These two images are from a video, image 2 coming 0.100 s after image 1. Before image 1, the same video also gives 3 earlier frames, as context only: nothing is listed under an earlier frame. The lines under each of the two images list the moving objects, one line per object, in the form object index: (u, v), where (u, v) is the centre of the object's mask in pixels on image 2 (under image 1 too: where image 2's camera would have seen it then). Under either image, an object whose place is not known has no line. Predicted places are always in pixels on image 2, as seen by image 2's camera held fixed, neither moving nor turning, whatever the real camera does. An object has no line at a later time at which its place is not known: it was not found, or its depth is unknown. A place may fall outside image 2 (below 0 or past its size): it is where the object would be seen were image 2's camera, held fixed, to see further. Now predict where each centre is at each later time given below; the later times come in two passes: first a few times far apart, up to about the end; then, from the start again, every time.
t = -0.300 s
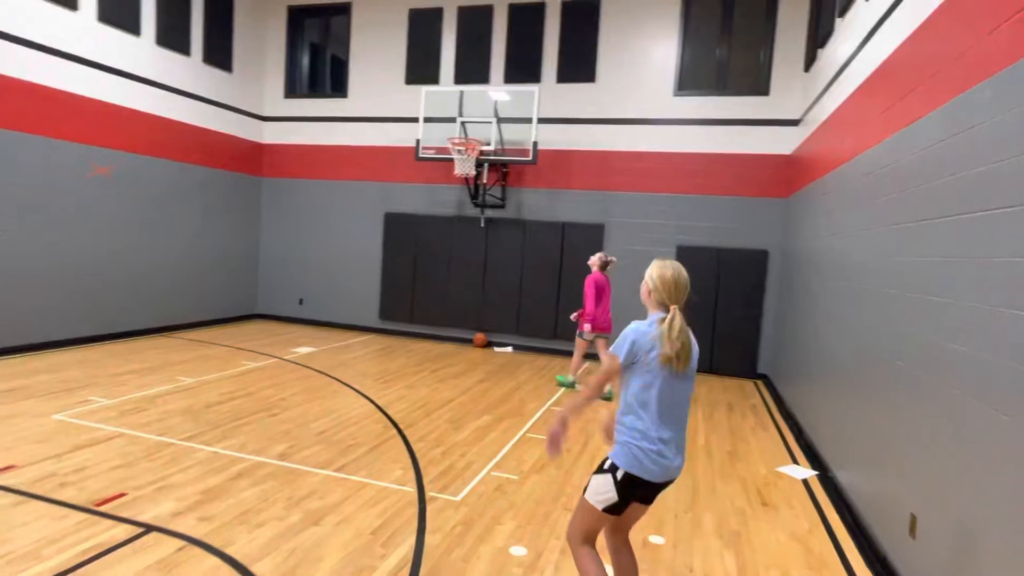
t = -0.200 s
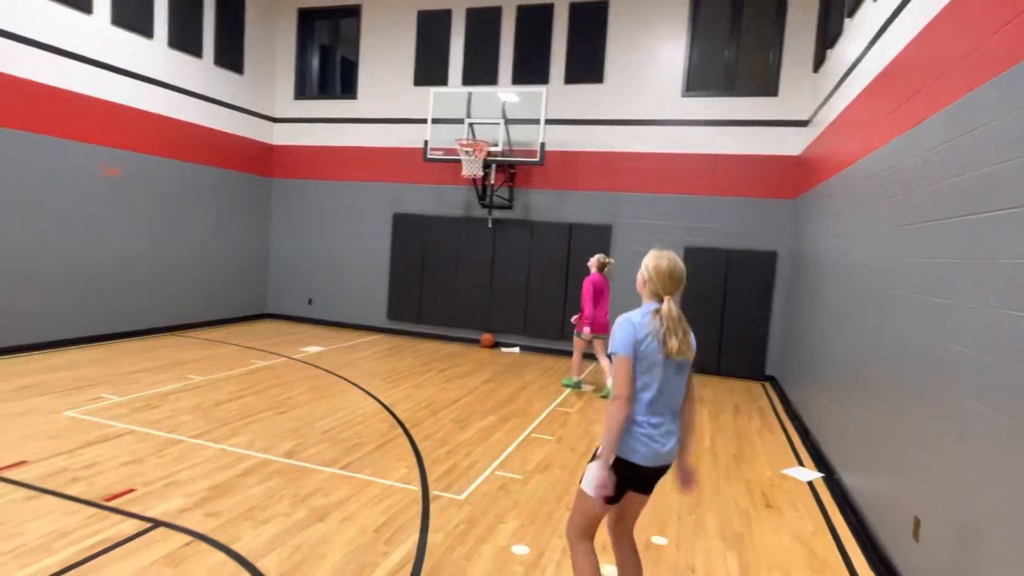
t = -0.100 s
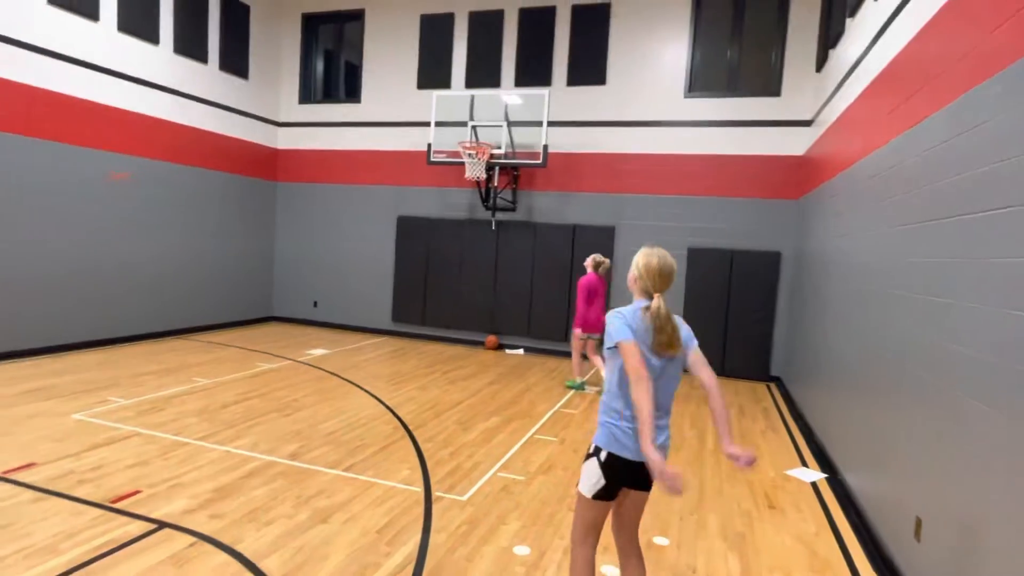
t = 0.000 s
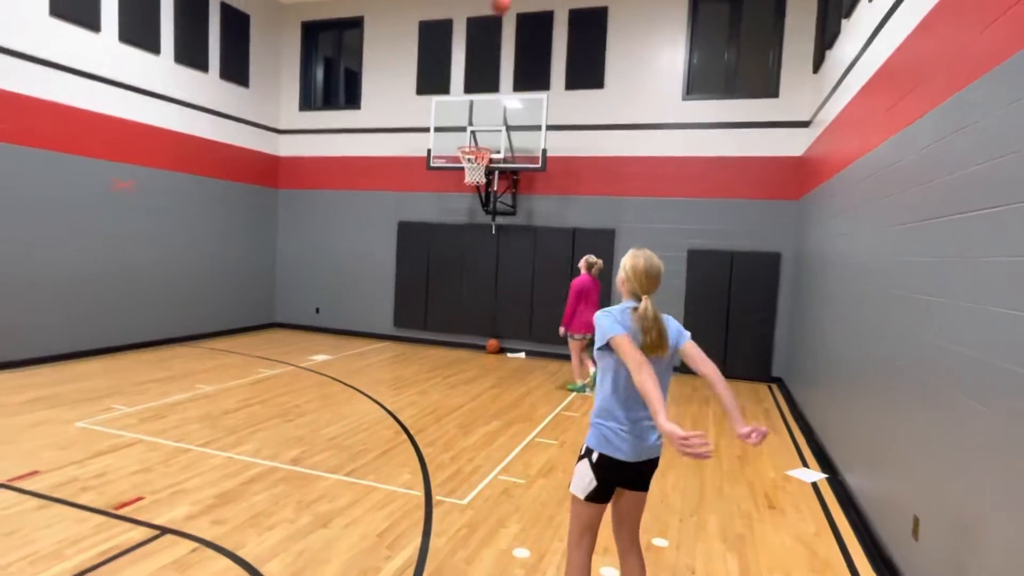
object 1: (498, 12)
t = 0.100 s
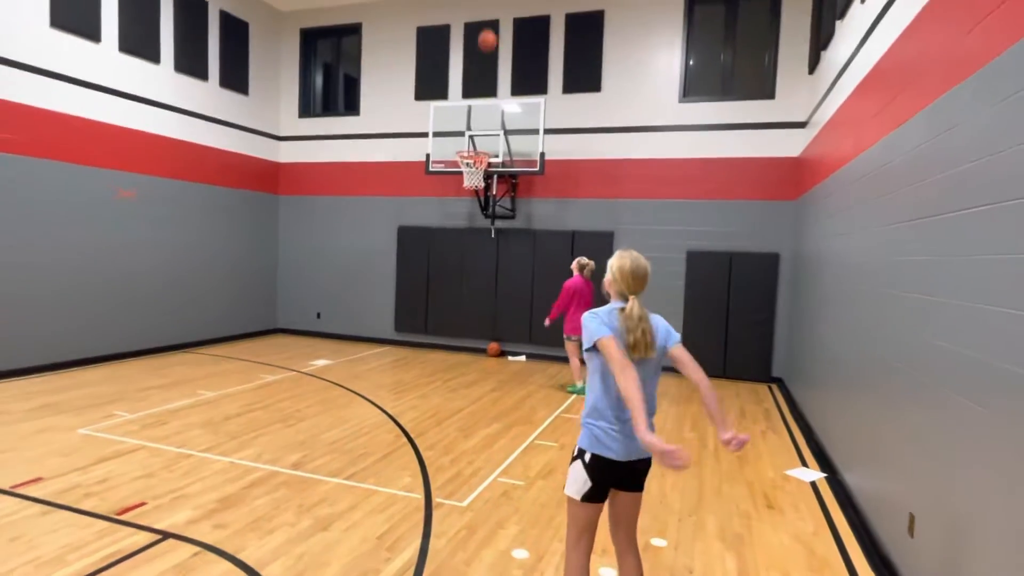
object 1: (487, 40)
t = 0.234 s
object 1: (476, 88)
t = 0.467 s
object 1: (483, 139)
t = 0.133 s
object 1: (484, 52)
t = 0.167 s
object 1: (482, 64)
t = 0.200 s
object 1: (478, 76)
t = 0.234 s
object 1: (476, 88)
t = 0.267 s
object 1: (474, 101)
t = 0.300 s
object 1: (471, 114)
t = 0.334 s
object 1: (469, 127)
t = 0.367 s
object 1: (467, 142)
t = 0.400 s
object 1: (466, 151)
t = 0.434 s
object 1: (475, 145)
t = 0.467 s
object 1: (483, 139)
